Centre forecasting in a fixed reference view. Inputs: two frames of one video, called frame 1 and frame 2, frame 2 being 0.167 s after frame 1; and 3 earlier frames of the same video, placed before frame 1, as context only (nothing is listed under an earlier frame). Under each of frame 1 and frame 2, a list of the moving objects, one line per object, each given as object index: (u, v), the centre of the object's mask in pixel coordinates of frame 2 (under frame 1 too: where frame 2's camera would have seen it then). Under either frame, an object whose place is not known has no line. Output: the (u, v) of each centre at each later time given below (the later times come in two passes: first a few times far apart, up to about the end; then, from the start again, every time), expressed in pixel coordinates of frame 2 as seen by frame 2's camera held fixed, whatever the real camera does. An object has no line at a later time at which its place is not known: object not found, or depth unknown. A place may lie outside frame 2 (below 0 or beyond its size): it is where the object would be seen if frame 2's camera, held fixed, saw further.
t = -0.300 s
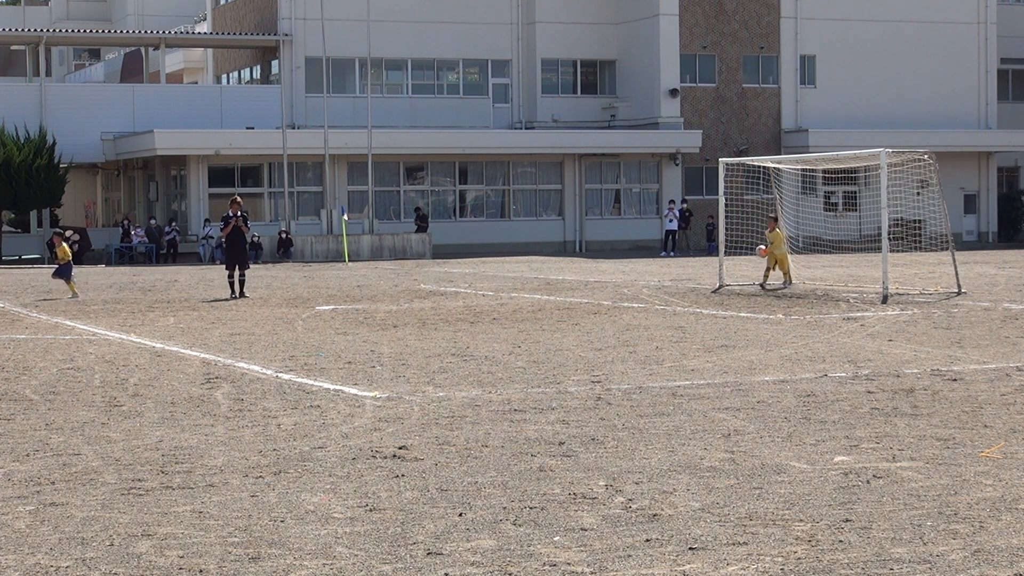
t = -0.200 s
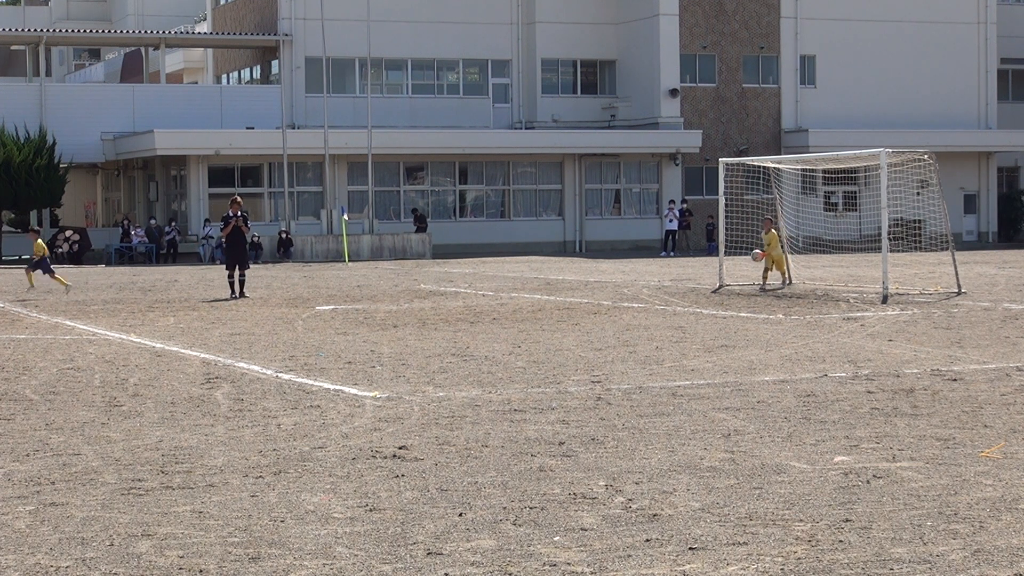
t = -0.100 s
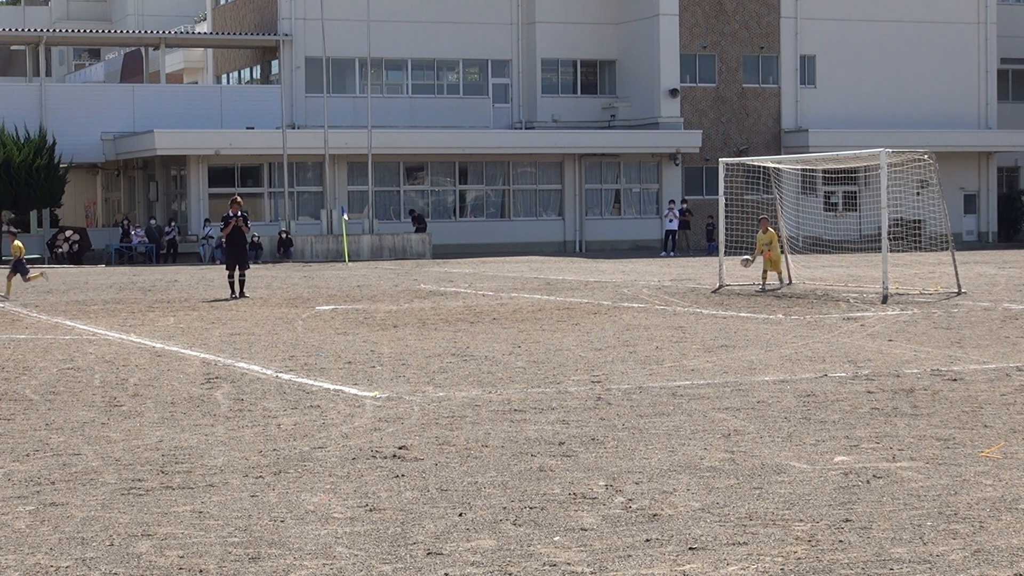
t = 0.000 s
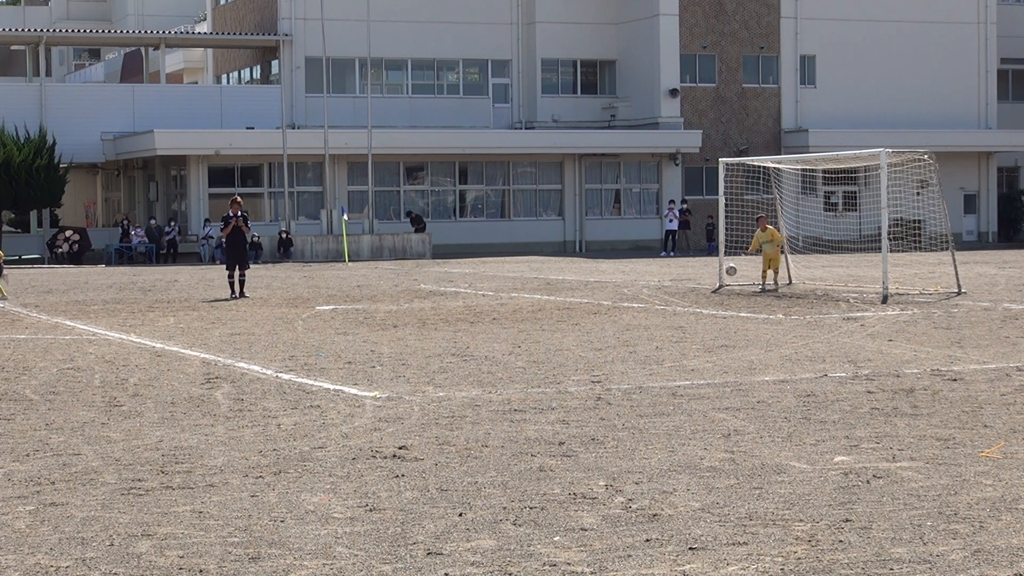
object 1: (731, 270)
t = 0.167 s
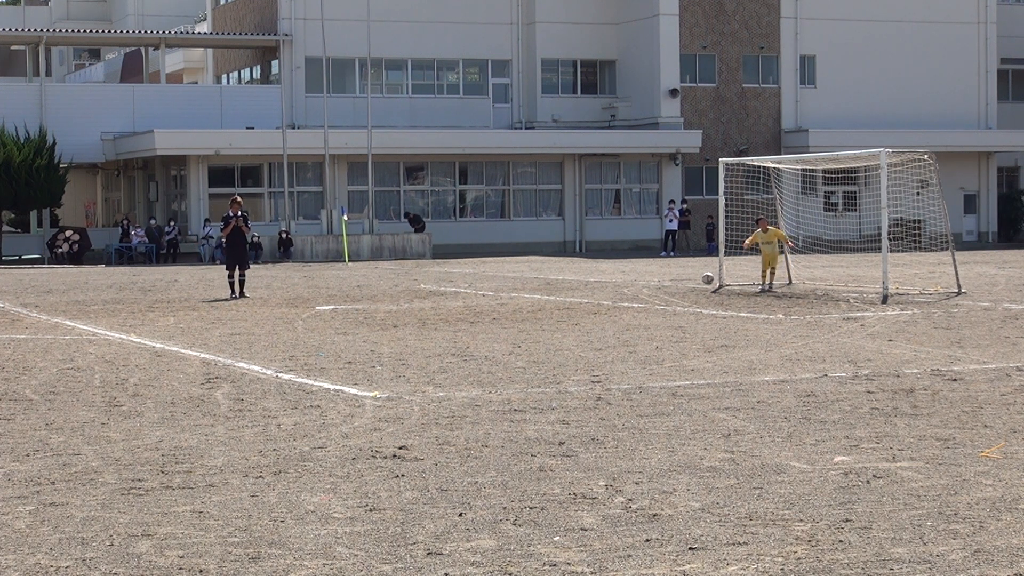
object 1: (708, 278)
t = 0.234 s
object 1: (700, 274)
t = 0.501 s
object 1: (670, 281)
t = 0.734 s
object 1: (642, 281)
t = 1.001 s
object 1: (611, 285)
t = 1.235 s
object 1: (583, 288)
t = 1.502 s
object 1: (552, 289)
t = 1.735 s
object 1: (526, 290)
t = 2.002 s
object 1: (498, 291)
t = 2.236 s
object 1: (474, 292)
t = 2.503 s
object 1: (449, 293)
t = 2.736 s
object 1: (428, 294)
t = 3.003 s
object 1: (405, 295)
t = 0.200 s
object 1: (704, 276)
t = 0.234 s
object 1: (700, 274)
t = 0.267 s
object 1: (696, 273)
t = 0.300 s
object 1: (693, 272)
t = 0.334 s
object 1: (689, 272)
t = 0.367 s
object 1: (685, 272)
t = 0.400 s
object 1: (681, 273)
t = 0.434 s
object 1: (677, 275)
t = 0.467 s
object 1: (674, 278)
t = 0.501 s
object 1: (670, 281)
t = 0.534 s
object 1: (666, 285)
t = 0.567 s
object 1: (662, 284)
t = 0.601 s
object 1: (658, 282)
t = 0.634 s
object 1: (654, 280)
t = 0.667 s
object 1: (650, 280)
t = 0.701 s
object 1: (646, 280)
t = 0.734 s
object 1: (642, 281)
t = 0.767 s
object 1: (638, 282)
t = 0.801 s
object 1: (634, 284)
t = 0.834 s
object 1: (631, 286)
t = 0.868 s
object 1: (627, 284)
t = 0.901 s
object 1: (623, 283)
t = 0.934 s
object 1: (618, 283)
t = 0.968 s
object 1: (615, 284)
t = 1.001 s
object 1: (611, 285)
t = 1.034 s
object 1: (607, 287)
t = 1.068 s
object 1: (603, 286)
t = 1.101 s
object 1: (599, 286)
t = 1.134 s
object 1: (595, 287)
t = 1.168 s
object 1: (591, 288)
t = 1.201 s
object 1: (587, 287)
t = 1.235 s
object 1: (583, 288)
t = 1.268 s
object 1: (579, 287)
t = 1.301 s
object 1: (575, 288)
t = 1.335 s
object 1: (571, 288)
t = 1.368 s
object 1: (567, 288)
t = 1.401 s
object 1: (563, 289)
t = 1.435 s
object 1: (560, 288)
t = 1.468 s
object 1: (556, 289)
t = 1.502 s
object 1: (552, 289)
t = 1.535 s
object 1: (548, 289)
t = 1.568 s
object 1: (545, 289)
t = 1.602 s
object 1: (541, 289)
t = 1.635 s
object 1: (537, 289)
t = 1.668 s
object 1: (533, 289)
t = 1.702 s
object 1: (530, 290)
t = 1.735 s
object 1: (526, 290)
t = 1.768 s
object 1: (523, 290)
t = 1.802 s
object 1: (519, 290)
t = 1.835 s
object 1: (515, 290)
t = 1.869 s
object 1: (512, 290)
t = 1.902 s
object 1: (509, 290)
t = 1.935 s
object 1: (505, 291)
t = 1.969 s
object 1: (501, 291)
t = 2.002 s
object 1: (498, 291)
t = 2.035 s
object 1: (495, 291)
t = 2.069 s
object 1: (491, 291)
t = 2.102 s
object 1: (488, 291)
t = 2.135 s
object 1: (484, 291)
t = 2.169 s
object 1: (481, 291)
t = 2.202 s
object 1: (478, 292)
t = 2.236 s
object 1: (474, 292)
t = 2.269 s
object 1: (471, 292)
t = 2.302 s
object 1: (468, 292)
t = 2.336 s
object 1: (464, 292)
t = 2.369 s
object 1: (461, 292)
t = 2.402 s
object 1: (458, 293)
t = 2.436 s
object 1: (455, 293)
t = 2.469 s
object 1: (452, 293)
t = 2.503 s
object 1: (449, 293)
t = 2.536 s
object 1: (446, 293)
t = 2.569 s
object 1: (443, 293)
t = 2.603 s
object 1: (440, 294)
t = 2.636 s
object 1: (437, 294)
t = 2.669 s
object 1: (434, 293)
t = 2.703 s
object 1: (431, 294)
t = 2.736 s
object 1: (428, 294)
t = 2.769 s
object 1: (425, 294)
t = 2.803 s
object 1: (422, 294)
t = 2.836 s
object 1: (419, 294)
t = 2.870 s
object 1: (416, 294)
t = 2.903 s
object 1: (414, 295)
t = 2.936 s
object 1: (411, 294)
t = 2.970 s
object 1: (407, 295)
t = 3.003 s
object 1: (405, 295)
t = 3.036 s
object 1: (402, 295)
